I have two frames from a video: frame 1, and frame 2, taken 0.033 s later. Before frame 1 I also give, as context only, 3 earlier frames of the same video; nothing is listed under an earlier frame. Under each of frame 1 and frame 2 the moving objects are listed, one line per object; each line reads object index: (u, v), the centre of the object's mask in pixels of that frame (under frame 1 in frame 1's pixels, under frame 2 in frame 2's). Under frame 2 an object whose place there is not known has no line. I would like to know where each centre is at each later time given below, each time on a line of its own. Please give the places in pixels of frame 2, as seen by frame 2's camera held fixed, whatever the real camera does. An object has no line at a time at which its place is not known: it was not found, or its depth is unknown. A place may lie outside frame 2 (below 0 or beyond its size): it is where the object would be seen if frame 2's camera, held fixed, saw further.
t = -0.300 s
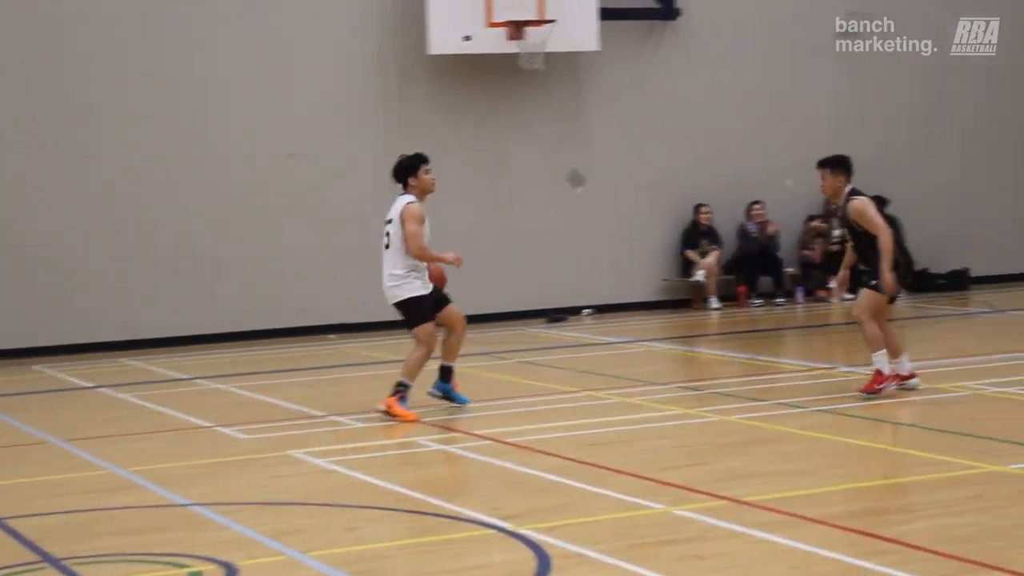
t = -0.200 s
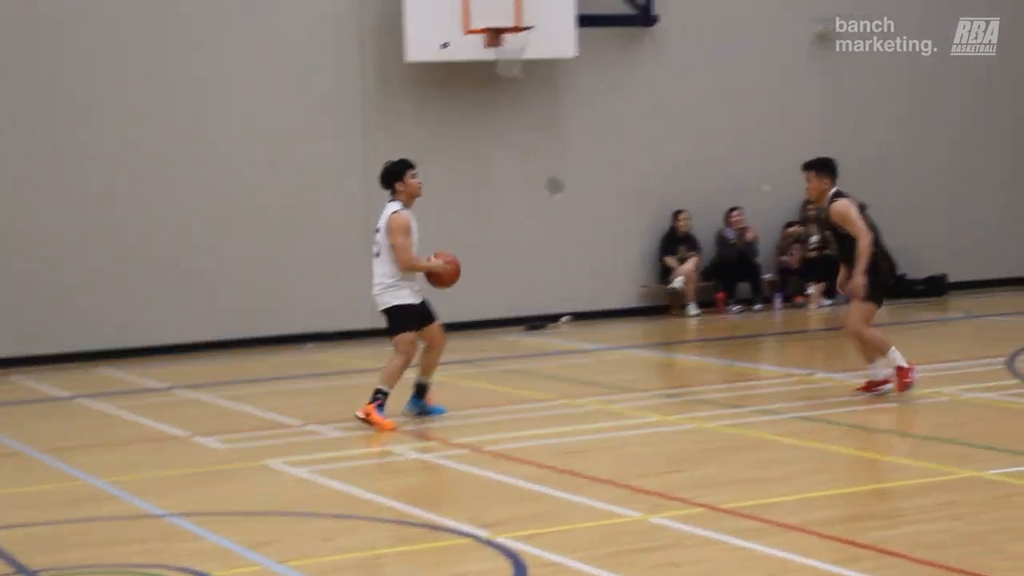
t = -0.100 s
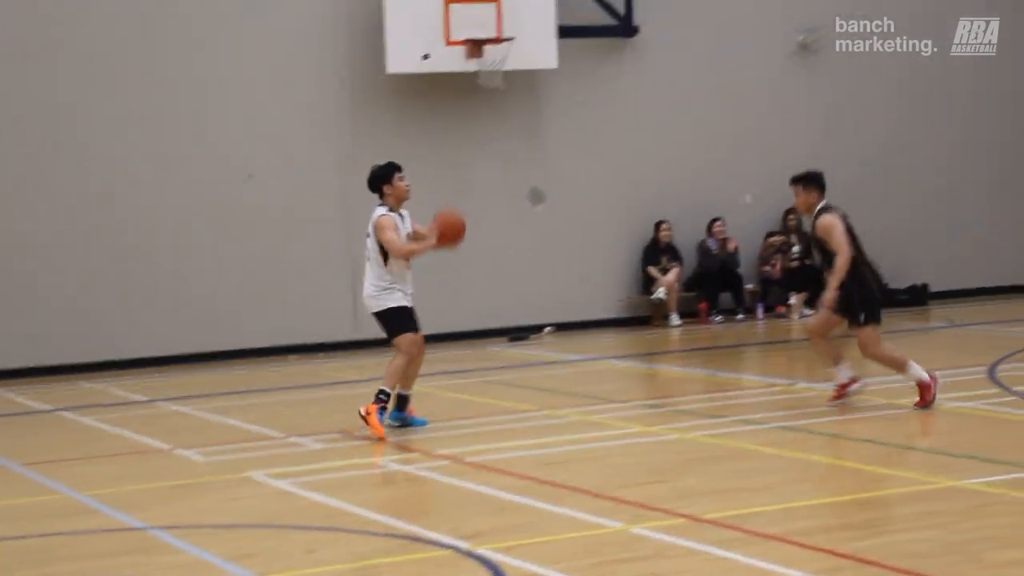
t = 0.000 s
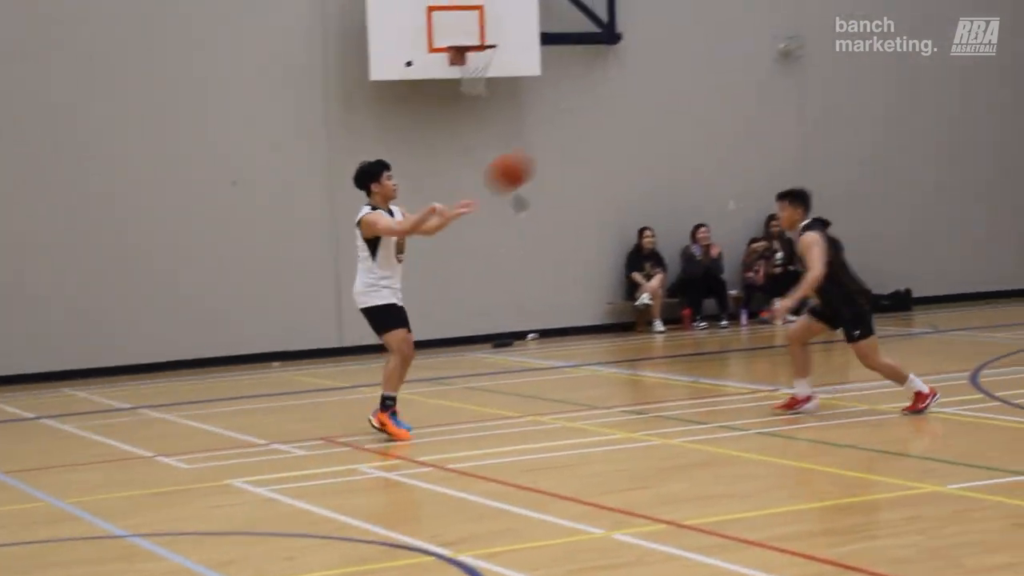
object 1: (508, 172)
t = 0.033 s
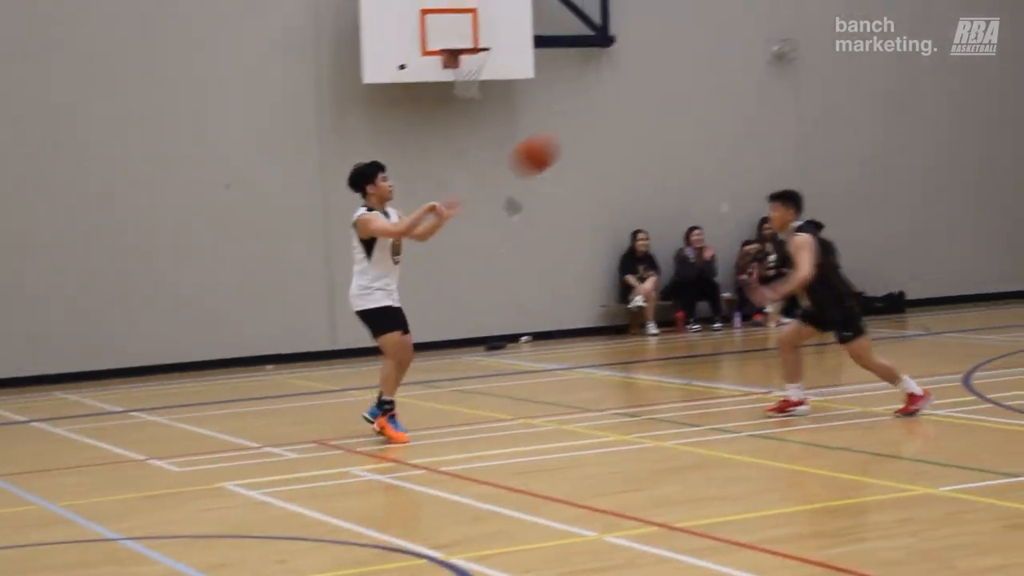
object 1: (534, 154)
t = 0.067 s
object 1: (566, 137)
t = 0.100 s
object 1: (598, 120)
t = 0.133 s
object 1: (630, 105)
